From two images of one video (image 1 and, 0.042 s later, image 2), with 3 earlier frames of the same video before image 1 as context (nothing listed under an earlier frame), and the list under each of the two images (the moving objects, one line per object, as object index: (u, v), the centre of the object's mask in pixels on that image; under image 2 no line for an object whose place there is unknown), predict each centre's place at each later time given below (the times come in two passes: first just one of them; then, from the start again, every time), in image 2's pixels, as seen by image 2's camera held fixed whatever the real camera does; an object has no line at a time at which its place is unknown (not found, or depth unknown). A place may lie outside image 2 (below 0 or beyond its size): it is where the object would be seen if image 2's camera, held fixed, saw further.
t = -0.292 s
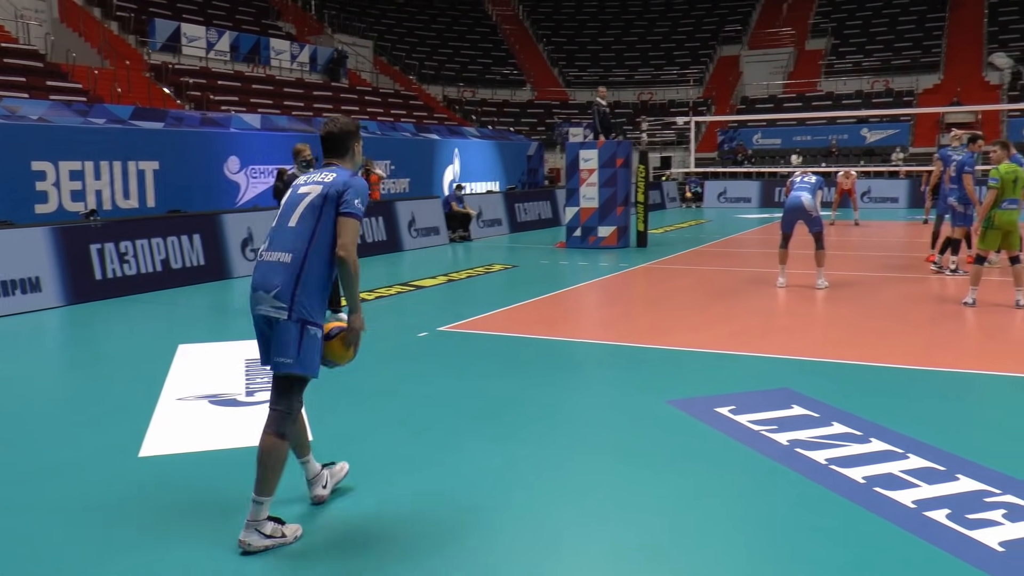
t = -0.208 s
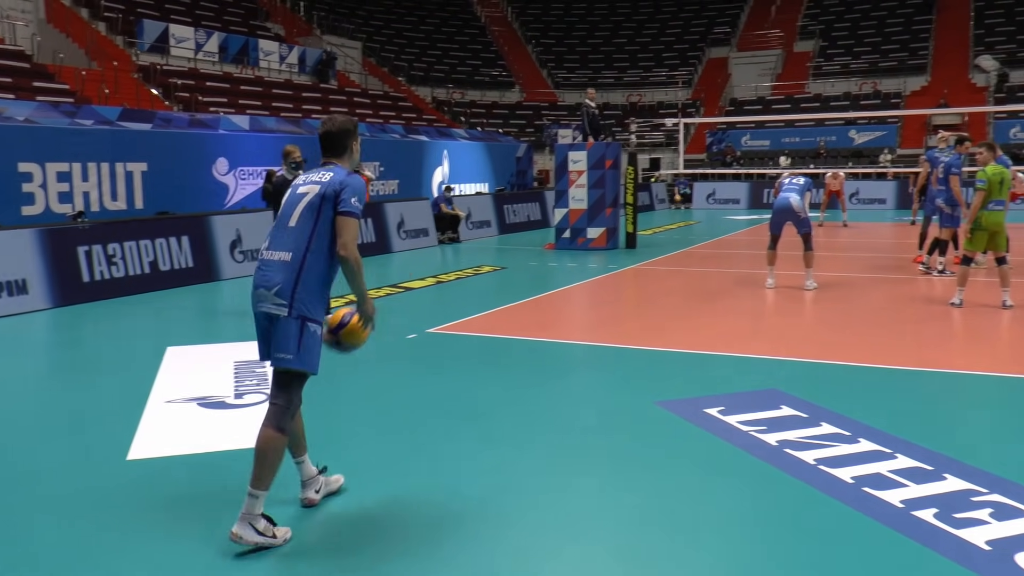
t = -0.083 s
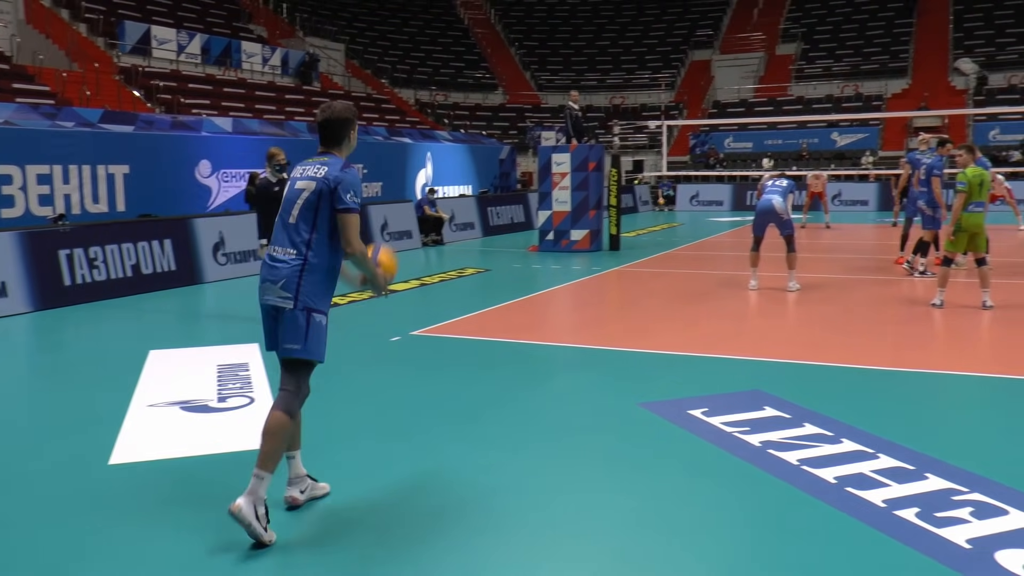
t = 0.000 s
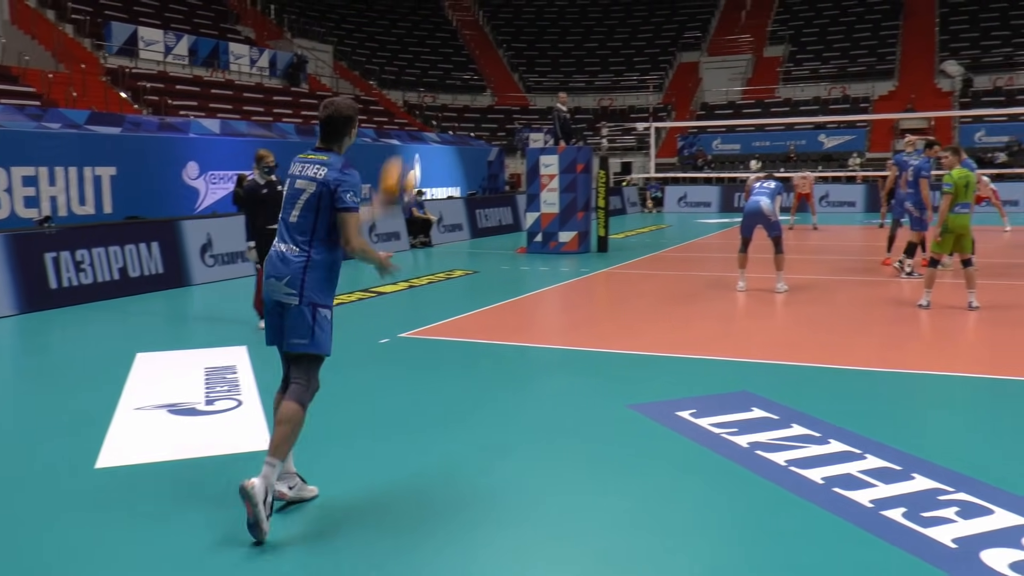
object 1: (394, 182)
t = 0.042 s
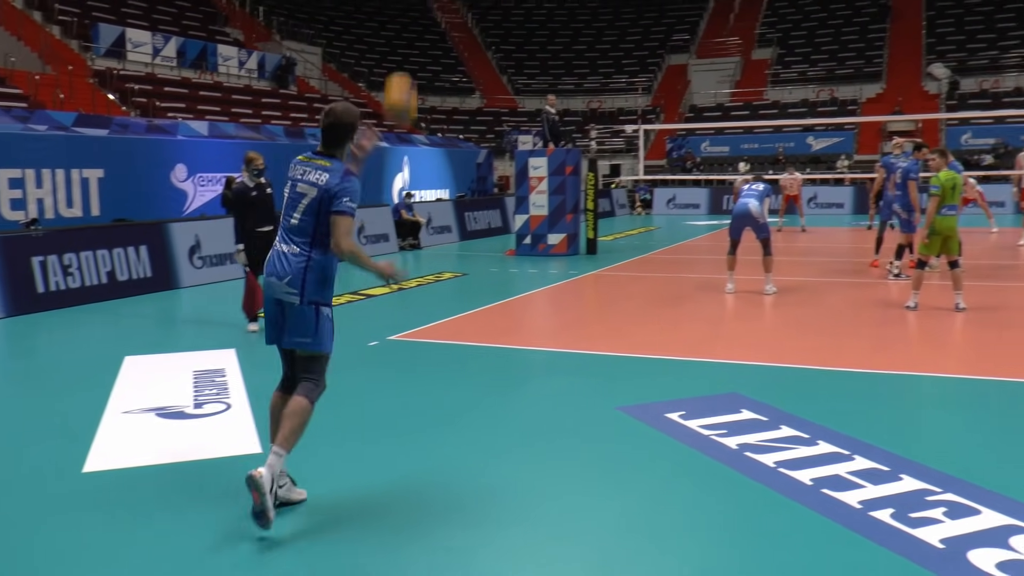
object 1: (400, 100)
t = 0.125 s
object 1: (415, 9)
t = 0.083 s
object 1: (408, 46)
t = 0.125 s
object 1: (415, 9)
